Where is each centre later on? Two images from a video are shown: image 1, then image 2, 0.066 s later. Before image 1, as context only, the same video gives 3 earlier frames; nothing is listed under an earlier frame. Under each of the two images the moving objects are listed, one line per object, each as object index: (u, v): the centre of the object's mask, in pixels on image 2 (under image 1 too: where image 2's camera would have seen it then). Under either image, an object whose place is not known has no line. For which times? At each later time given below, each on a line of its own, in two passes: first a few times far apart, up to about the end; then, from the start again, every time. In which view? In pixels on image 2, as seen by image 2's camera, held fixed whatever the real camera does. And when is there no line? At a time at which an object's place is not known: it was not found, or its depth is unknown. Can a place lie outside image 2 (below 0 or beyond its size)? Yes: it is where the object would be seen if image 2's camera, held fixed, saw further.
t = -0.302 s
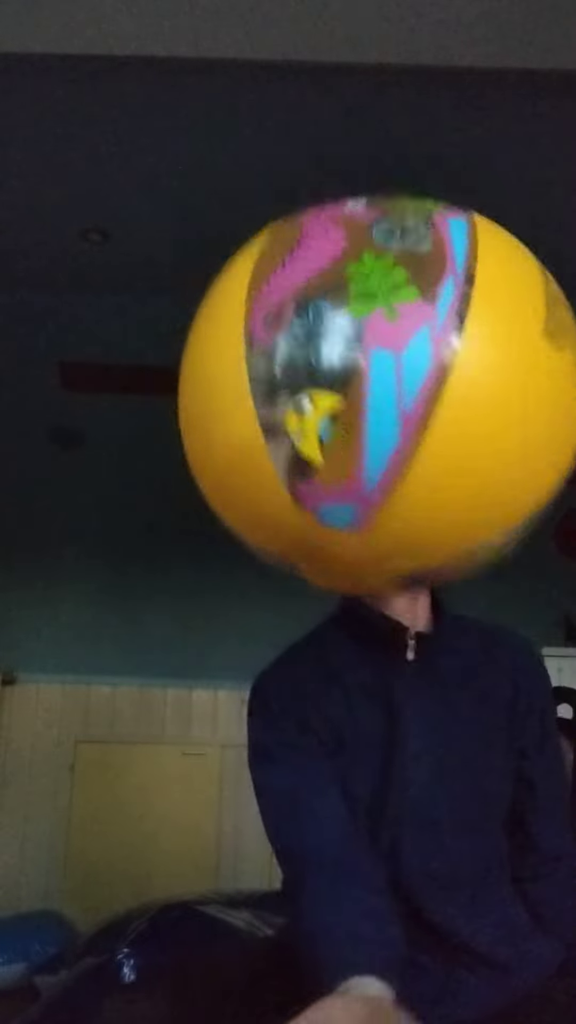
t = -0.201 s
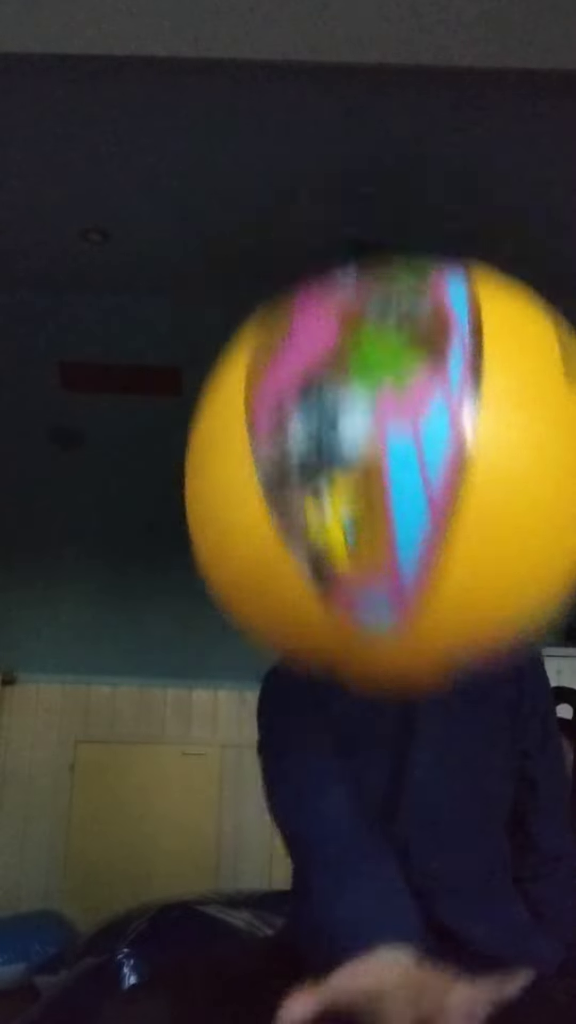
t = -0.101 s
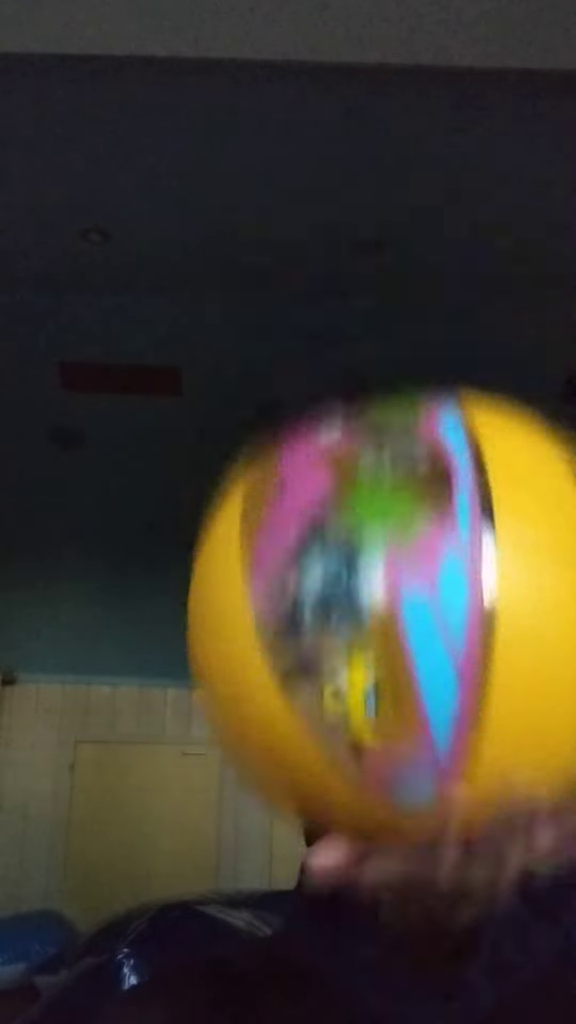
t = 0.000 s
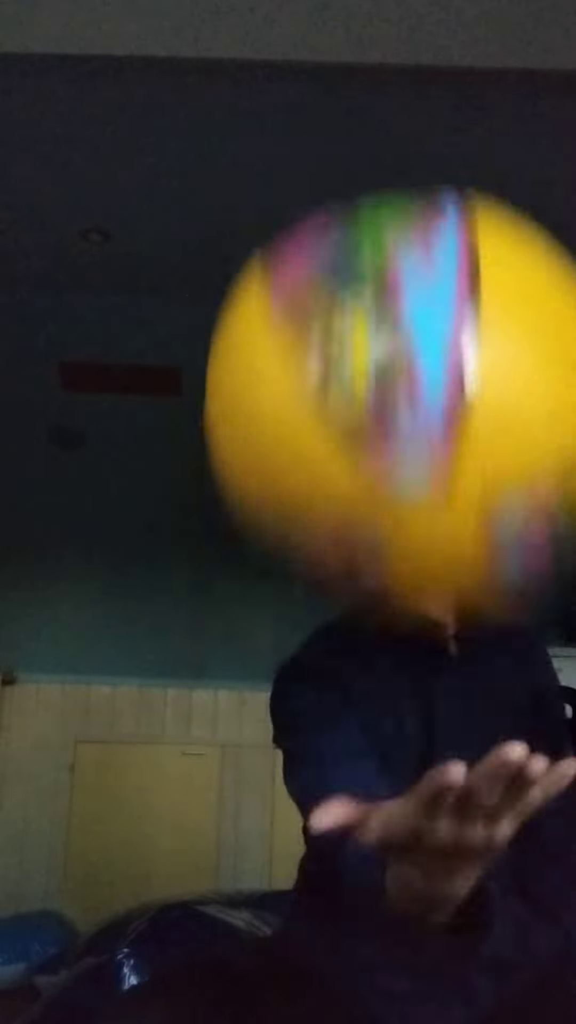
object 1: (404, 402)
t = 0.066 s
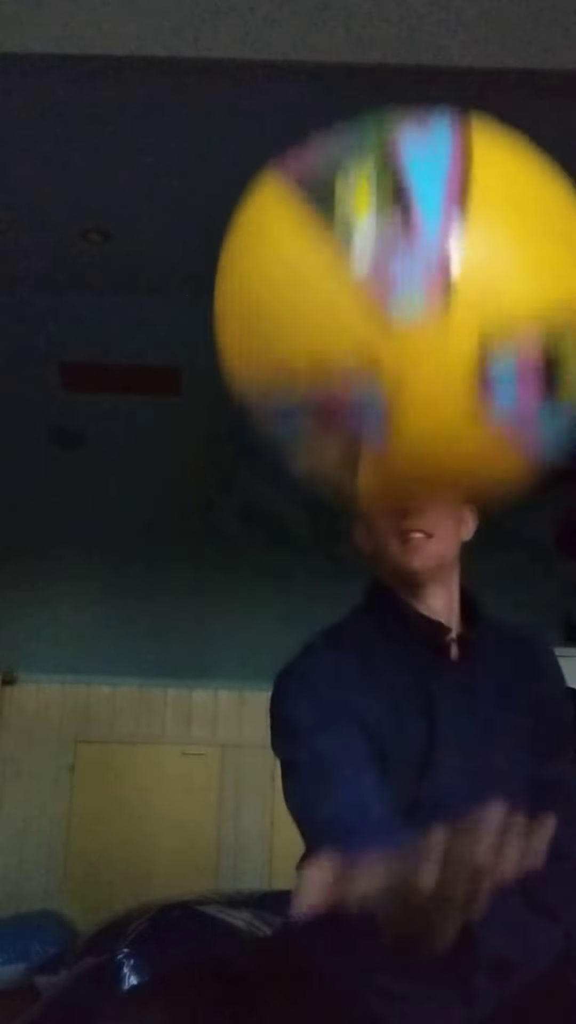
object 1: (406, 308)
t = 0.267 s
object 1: (405, 219)
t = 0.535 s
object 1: (397, 418)
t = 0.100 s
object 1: (406, 273)
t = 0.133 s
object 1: (407, 251)
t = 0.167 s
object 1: (406, 234)
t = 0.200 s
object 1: (406, 223)
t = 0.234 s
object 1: (405, 218)
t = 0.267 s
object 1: (405, 219)
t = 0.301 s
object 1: (404, 224)
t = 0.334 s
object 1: (403, 237)
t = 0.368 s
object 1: (402, 255)
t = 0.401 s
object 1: (401, 276)
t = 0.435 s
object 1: (400, 303)
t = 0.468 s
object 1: (398, 336)
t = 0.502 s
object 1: (397, 375)
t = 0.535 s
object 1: (397, 418)
